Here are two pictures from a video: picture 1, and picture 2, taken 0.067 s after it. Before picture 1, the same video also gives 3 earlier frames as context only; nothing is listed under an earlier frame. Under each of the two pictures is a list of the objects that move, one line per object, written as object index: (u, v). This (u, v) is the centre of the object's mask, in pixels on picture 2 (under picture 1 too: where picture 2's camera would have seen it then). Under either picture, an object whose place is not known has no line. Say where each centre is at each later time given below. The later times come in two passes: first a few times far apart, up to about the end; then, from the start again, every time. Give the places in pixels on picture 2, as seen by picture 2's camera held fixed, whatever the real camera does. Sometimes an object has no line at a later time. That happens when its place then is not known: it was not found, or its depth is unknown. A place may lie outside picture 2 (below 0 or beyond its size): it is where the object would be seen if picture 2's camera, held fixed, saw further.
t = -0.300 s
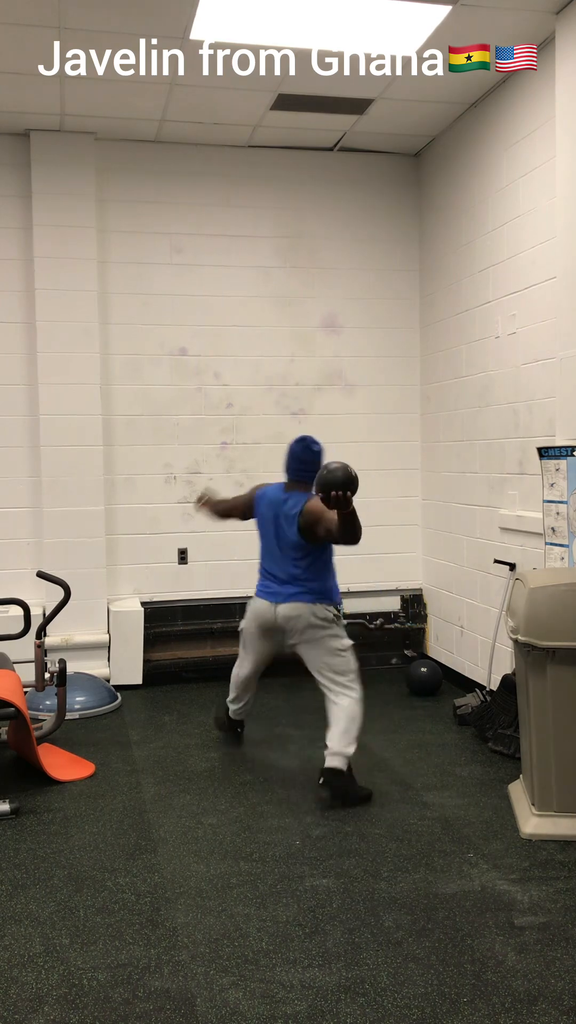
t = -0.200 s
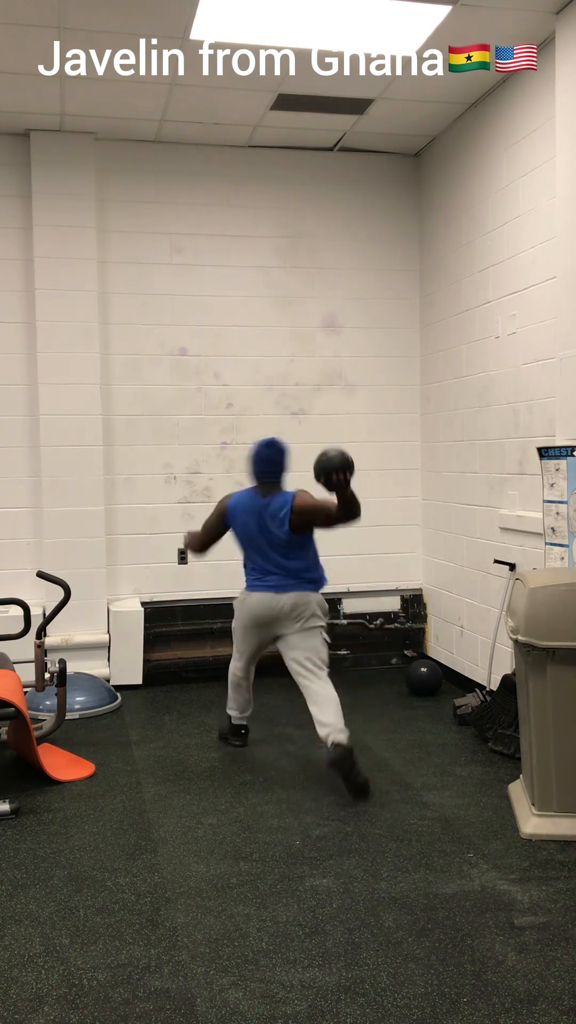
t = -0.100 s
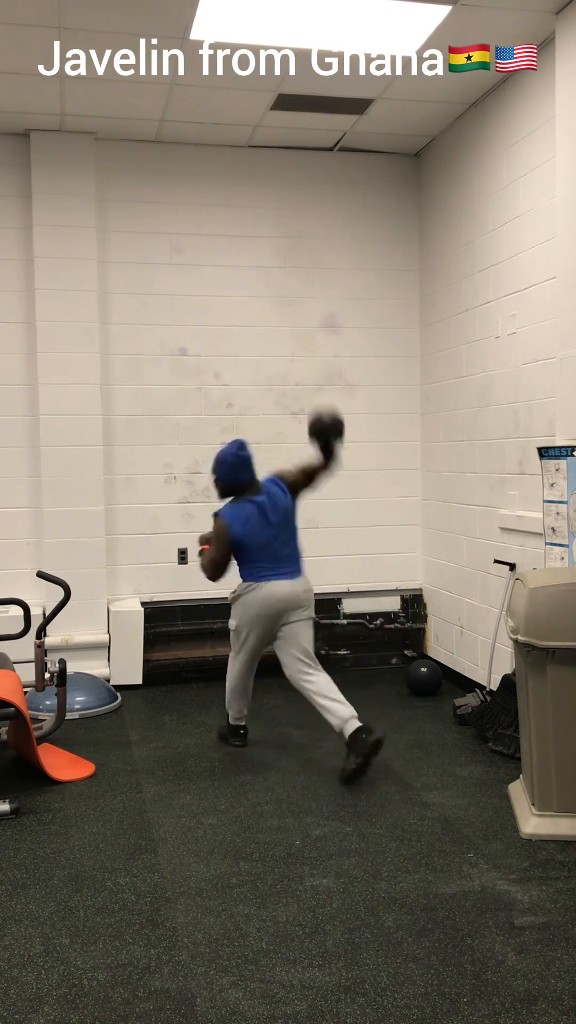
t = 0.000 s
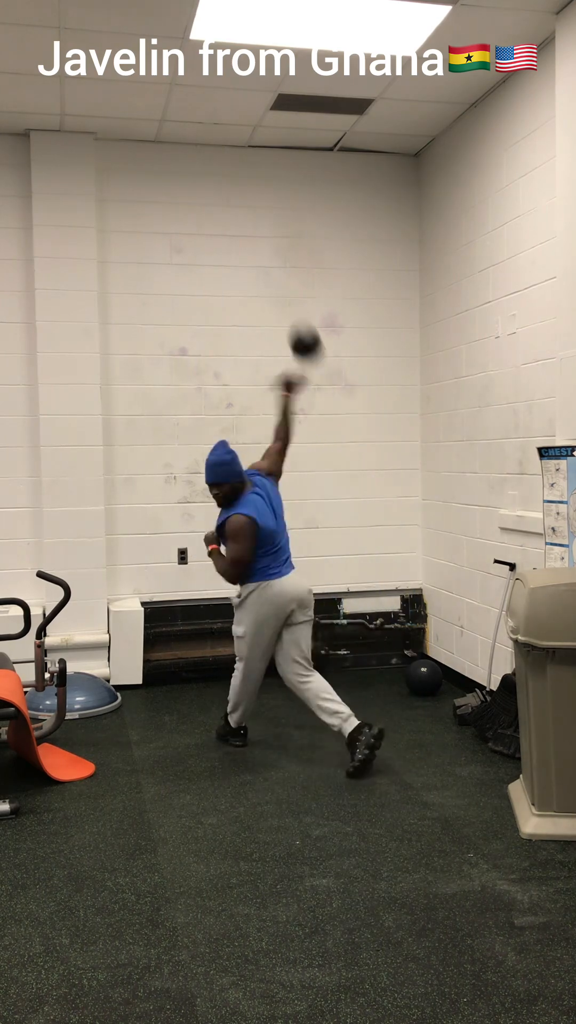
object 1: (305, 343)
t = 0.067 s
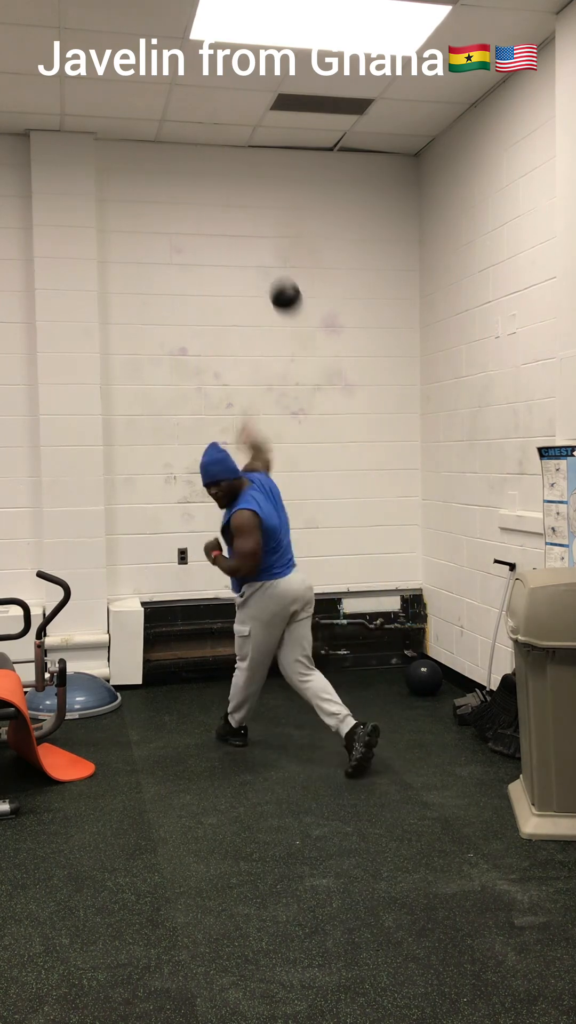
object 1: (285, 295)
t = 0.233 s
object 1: (247, 234)
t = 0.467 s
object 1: (246, 234)
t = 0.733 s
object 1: (257, 336)
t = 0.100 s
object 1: (277, 278)
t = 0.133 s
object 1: (269, 263)
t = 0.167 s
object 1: (261, 251)
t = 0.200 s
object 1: (253, 241)
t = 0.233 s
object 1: (247, 234)
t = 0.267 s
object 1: (241, 230)
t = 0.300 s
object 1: (241, 226)
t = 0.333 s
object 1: (242, 225)
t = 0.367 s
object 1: (243, 225)
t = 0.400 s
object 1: (244, 226)
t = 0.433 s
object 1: (245, 230)
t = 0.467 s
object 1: (246, 234)
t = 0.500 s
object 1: (247, 241)
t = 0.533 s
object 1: (249, 250)
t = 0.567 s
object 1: (250, 260)
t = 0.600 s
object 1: (251, 272)
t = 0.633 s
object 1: (253, 285)
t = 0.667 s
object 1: (254, 301)
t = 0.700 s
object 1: (255, 317)
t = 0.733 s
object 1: (257, 336)
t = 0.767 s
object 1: (258, 357)
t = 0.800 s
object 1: (260, 380)
